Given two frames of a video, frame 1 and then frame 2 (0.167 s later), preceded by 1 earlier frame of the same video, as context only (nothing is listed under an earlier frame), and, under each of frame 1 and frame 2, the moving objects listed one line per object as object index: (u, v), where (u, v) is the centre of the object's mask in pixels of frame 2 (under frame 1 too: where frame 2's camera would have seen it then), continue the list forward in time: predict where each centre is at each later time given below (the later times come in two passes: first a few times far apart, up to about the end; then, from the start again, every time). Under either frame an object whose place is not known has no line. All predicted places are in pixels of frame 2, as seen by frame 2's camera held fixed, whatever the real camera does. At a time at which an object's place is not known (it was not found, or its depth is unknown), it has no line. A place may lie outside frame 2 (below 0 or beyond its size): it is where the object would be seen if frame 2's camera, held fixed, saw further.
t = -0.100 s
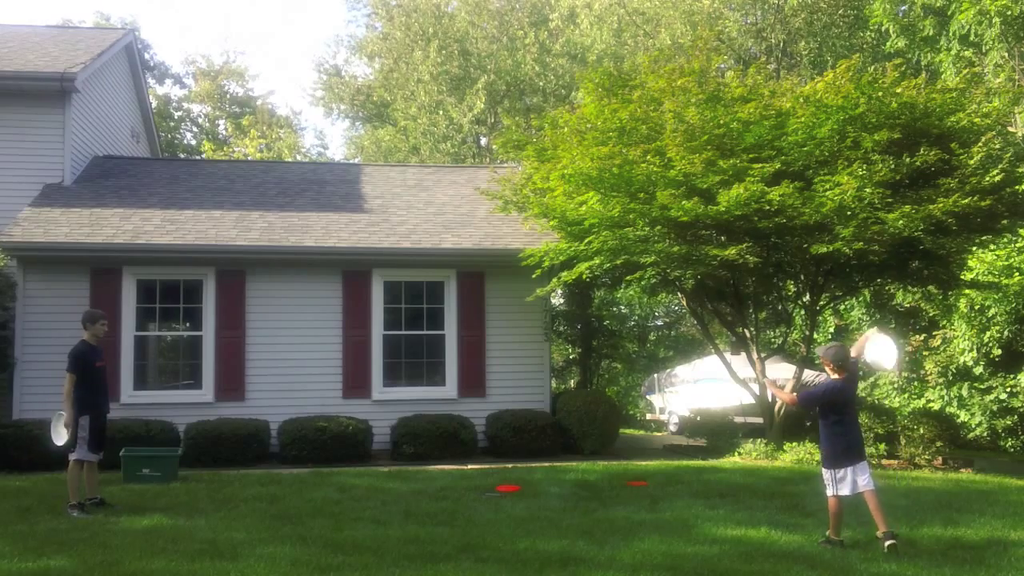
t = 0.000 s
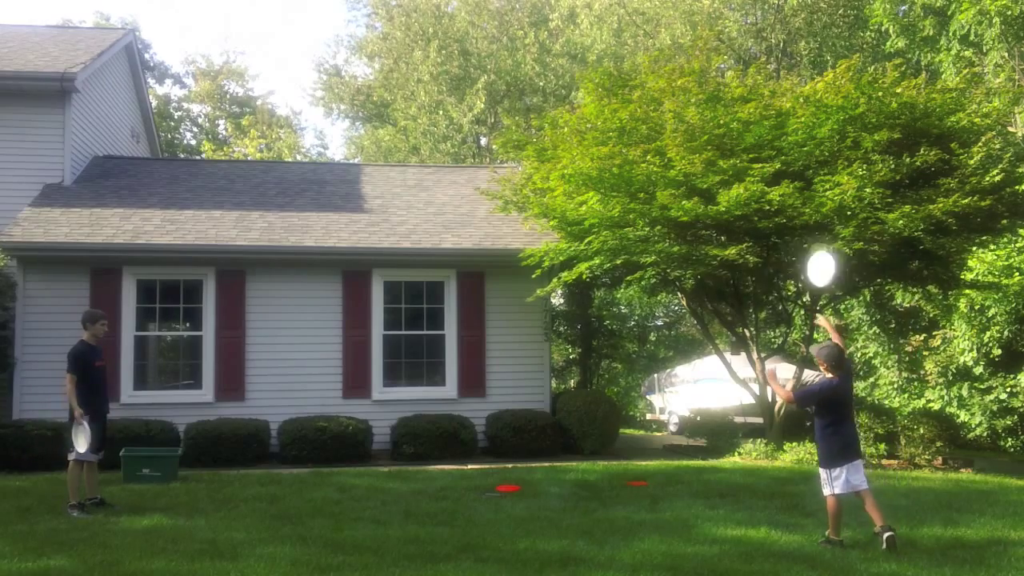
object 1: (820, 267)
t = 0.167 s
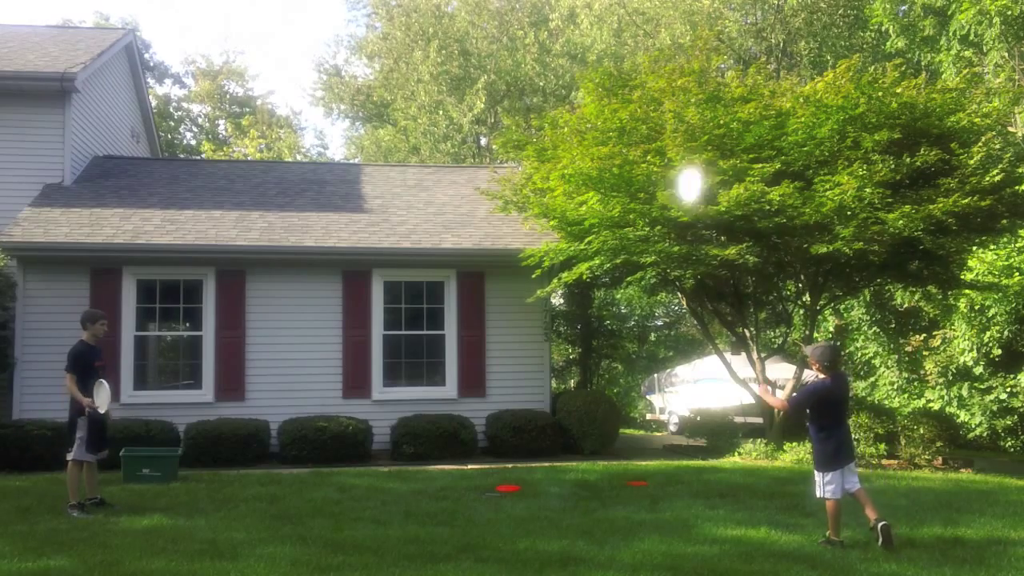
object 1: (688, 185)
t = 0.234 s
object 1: (648, 165)
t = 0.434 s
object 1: (549, 142)
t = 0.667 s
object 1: (466, 161)
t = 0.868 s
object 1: (417, 204)
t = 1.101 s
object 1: (366, 195)
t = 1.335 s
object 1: (320, 182)
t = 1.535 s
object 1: (281, 175)
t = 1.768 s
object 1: (235, 166)
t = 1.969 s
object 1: (197, 161)
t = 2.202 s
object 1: (150, 162)
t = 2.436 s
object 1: (102, 164)
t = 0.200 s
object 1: (668, 175)
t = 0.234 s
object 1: (648, 165)
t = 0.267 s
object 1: (628, 158)
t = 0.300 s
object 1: (613, 152)
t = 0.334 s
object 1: (594, 148)
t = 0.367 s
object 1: (579, 145)
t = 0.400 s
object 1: (564, 143)
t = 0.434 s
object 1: (549, 142)
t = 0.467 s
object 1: (535, 143)
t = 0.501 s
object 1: (522, 144)
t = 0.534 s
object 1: (509, 146)
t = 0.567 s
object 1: (497, 149)
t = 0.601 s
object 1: (486, 152)
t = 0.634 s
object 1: (478, 155)
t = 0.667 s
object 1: (466, 161)
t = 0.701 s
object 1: (457, 167)
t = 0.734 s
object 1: (448, 173)
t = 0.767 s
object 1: (439, 179)
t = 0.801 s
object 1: (431, 188)
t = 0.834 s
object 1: (424, 195)
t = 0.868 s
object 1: (417, 204)
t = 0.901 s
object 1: (410, 212)
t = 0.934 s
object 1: (403, 218)
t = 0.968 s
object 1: (395, 211)
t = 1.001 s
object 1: (388, 206)
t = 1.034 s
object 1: (380, 201)
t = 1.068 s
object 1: (372, 197)
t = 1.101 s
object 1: (366, 195)
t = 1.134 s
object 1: (358, 193)
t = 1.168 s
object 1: (352, 192)
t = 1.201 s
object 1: (345, 192)
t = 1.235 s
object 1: (339, 191)
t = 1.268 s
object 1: (332, 188)
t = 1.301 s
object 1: (326, 185)
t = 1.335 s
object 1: (320, 182)
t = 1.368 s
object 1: (313, 181)
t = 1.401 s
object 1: (307, 180)
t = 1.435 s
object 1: (301, 180)
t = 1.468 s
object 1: (294, 177)
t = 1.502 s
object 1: (288, 176)
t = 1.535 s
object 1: (281, 175)
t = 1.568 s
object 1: (274, 173)
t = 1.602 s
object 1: (267, 170)
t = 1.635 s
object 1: (261, 170)
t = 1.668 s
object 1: (255, 169)
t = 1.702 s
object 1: (248, 168)
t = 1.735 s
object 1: (242, 168)
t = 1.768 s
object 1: (235, 166)
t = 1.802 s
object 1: (229, 165)
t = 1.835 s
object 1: (223, 165)
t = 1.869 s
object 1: (217, 164)
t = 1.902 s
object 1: (210, 164)
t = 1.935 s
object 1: (204, 164)
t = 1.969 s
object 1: (197, 161)
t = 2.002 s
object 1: (191, 161)
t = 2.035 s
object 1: (184, 161)
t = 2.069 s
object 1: (177, 161)
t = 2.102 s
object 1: (170, 161)
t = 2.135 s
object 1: (163, 161)
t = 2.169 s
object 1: (157, 161)
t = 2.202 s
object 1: (150, 162)
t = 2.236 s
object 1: (143, 162)
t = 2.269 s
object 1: (136, 161)
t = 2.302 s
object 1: (129, 161)
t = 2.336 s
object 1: (123, 162)
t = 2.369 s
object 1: (116, 163)
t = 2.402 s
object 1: (109, 163)
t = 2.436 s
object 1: (102, 164)
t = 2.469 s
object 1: (95, 165)
